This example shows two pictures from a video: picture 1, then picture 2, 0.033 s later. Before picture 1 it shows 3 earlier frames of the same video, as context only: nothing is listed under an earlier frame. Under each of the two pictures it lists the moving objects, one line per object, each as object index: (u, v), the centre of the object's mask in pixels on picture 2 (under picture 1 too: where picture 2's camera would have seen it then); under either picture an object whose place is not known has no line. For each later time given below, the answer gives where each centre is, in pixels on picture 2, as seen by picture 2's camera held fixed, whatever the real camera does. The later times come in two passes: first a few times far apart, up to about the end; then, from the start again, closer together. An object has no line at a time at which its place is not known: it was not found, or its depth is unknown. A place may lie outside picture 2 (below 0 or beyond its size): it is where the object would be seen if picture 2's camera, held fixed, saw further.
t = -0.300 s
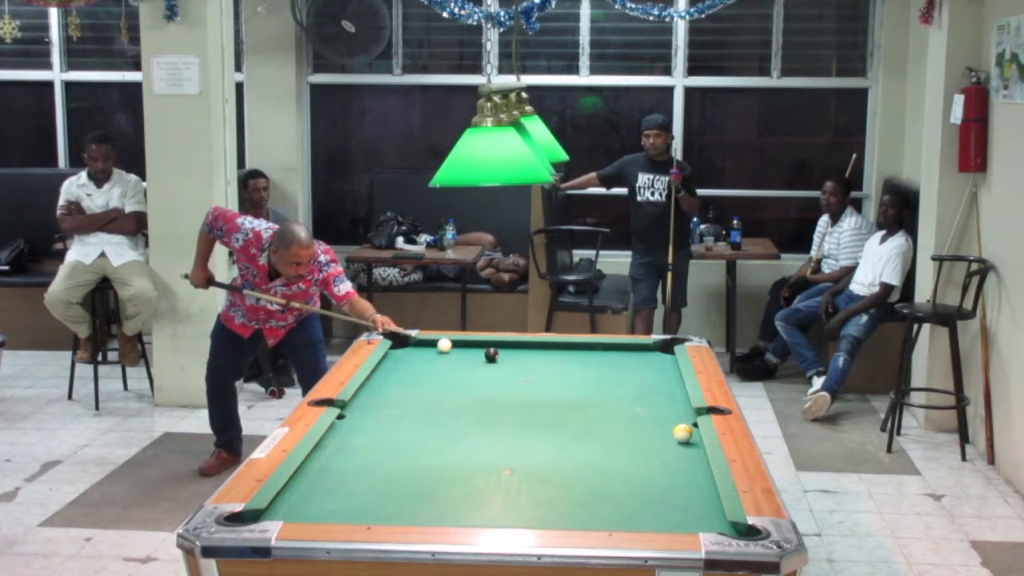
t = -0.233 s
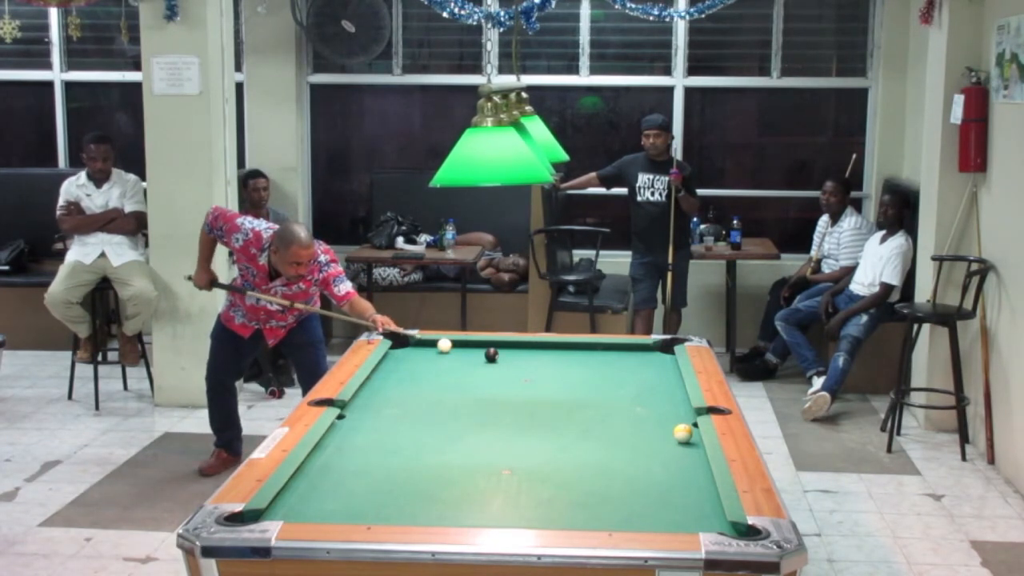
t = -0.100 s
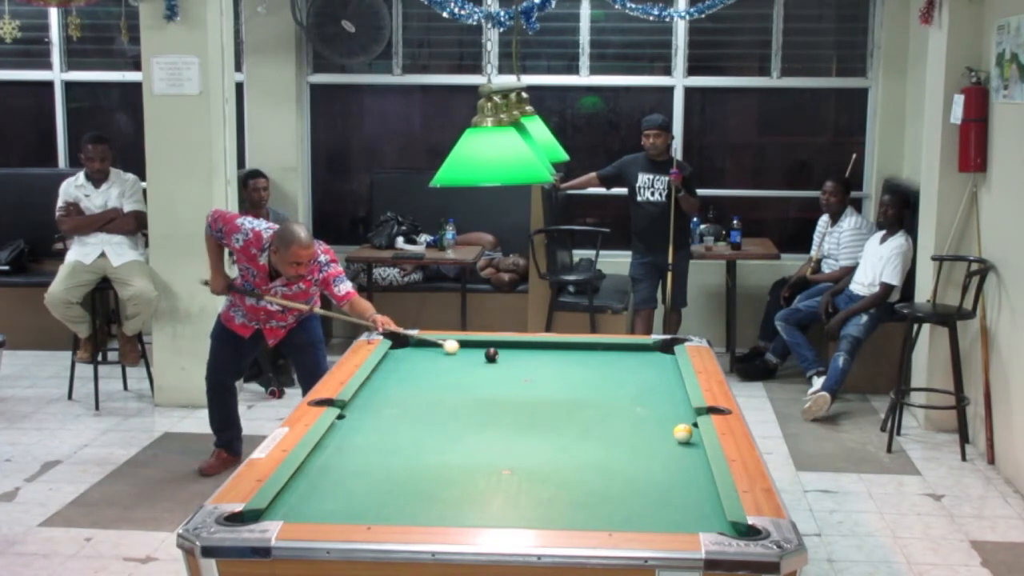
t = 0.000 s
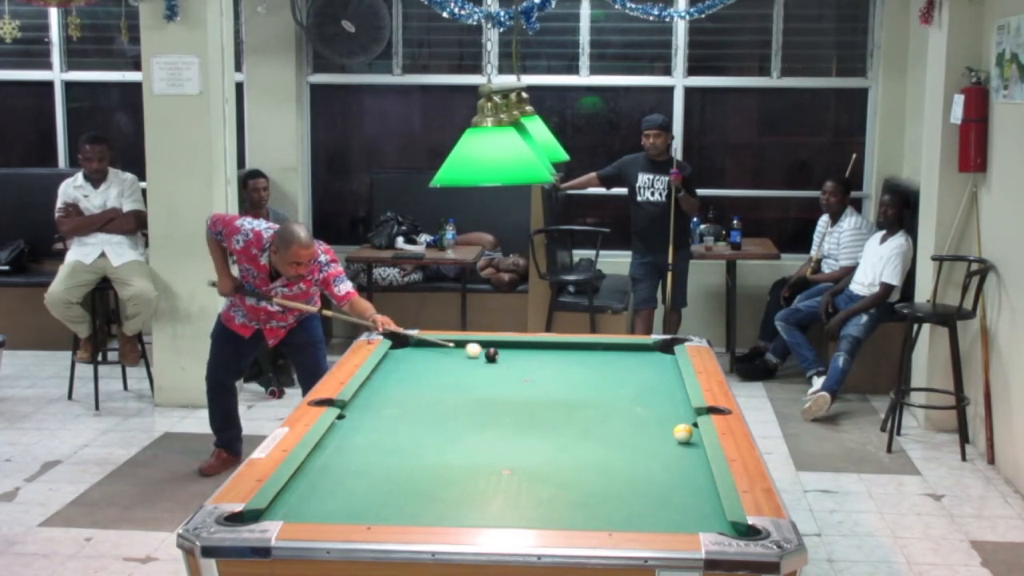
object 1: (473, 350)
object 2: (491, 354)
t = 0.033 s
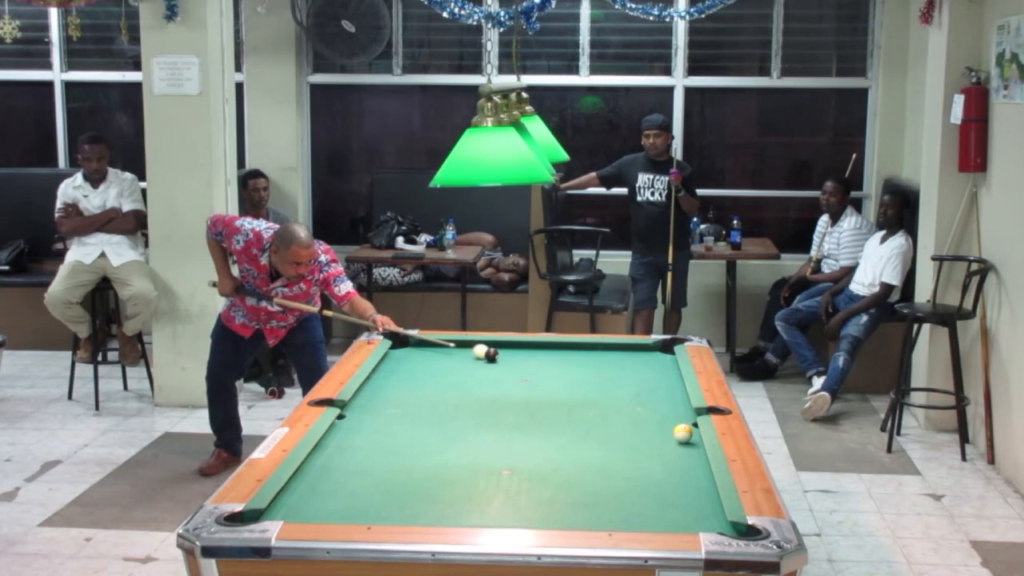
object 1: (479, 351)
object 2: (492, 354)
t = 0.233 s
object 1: (503, 352)
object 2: (514, 362)
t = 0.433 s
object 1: (524, 352)
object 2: (536, 368)
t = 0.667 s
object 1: (549, 353)
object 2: (562, 376)
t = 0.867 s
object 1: (569, 353)
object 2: (585, 384)
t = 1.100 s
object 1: (592, 354)
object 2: (612, 392)
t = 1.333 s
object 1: (613, 354)
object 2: (639, 400)
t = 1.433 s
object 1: (622, 355)
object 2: (651, 404)
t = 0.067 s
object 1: (484, 351)
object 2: (495, 355)
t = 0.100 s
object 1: (488, 351)
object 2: (499, 357)
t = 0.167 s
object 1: (495, 351)
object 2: (507, 359)
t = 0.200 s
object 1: (499, 351)
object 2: (510, 361)
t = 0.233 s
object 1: (503, 352)
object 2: (514, 362)
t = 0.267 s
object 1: (506, 352)
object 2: (517, 362)
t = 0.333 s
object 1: (514, 352)
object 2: (524, 365)
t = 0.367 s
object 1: (517, 352)
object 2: (528, 366)
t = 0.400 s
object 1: (521, 352)
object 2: (532, 367)
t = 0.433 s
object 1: (524, 352)
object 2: (536, 368)
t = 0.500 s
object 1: (532, 352)
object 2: (543, 371)
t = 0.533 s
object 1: (535, 352)
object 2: (547, 372)
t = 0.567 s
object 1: (539, 352)
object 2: (550, 373)
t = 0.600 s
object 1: (542, 353)
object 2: (554, 374)
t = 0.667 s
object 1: (549, 353)
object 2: (562, 376)
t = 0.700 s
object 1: (553, 353)
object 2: (566, 378)
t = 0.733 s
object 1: (556, 353)
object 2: (569, 379)
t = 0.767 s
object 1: (559, 353)
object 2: (573, 380)
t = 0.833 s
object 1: (566, 353)
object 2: (581, 382)
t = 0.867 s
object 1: (569, 353)
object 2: (585, 384)
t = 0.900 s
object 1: (573, 353)
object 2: (589, 384)
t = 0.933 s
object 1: (576, 353)
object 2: (592, 386)
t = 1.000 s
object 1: (582, 354)
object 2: (600, 388)
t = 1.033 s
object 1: (585, 354)
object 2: (604, 389)
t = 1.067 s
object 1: (588, 354)
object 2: (608, 391)
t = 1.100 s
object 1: (592, 354)
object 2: (612, 392)
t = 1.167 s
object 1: (598, 354)
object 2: (620, 394)
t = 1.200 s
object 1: (601, 354)
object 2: (623, 395)
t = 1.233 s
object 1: (604, 354)
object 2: (628, 396)
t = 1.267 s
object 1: (607, 354)
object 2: (631, 398)
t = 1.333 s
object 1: (613, 354)
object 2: (639, 400)
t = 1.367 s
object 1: (616, 355)
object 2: (643, 401)
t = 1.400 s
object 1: (619, 355)
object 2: (647, 403)
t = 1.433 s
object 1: (622, 355)
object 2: (651, 404)
